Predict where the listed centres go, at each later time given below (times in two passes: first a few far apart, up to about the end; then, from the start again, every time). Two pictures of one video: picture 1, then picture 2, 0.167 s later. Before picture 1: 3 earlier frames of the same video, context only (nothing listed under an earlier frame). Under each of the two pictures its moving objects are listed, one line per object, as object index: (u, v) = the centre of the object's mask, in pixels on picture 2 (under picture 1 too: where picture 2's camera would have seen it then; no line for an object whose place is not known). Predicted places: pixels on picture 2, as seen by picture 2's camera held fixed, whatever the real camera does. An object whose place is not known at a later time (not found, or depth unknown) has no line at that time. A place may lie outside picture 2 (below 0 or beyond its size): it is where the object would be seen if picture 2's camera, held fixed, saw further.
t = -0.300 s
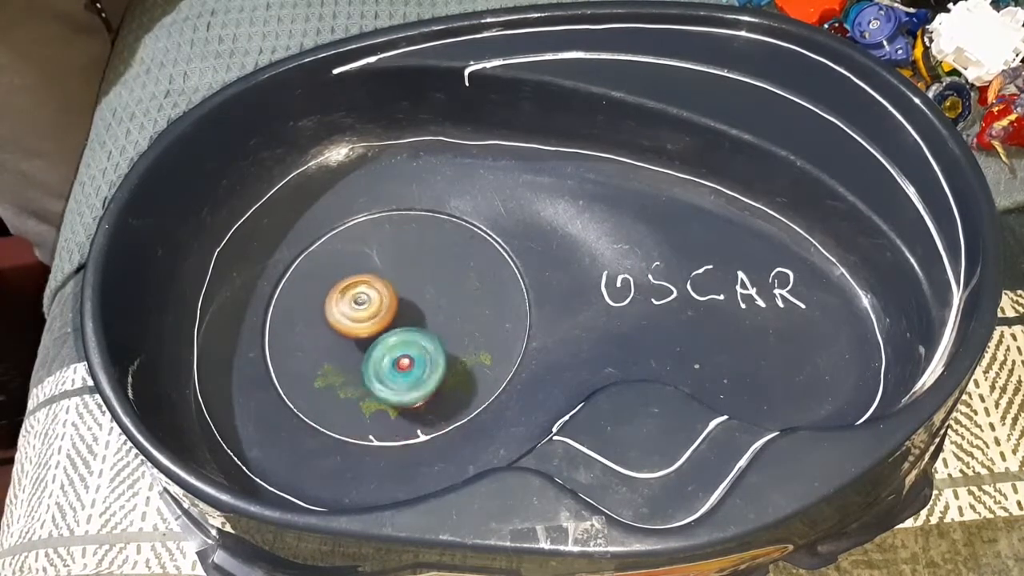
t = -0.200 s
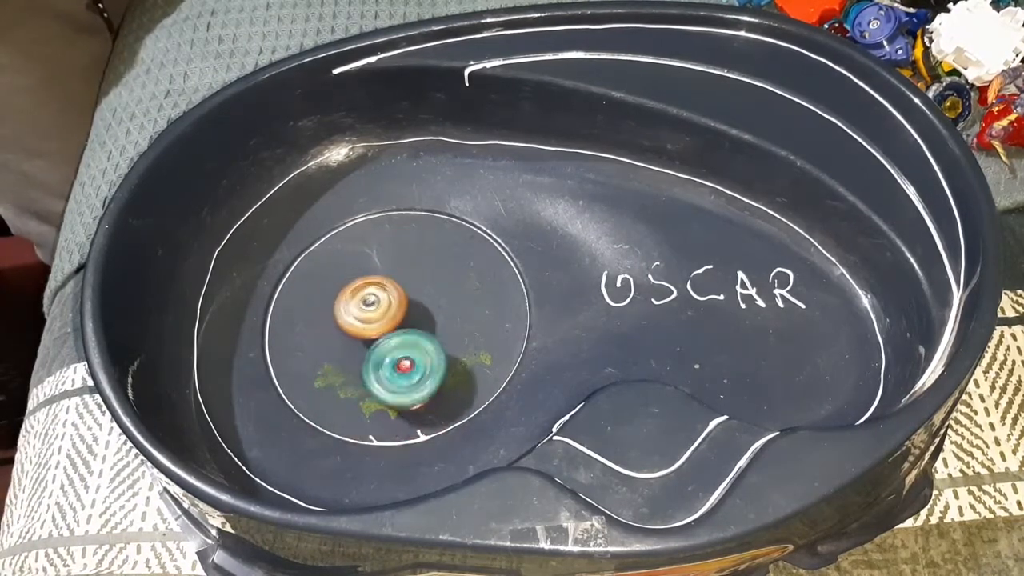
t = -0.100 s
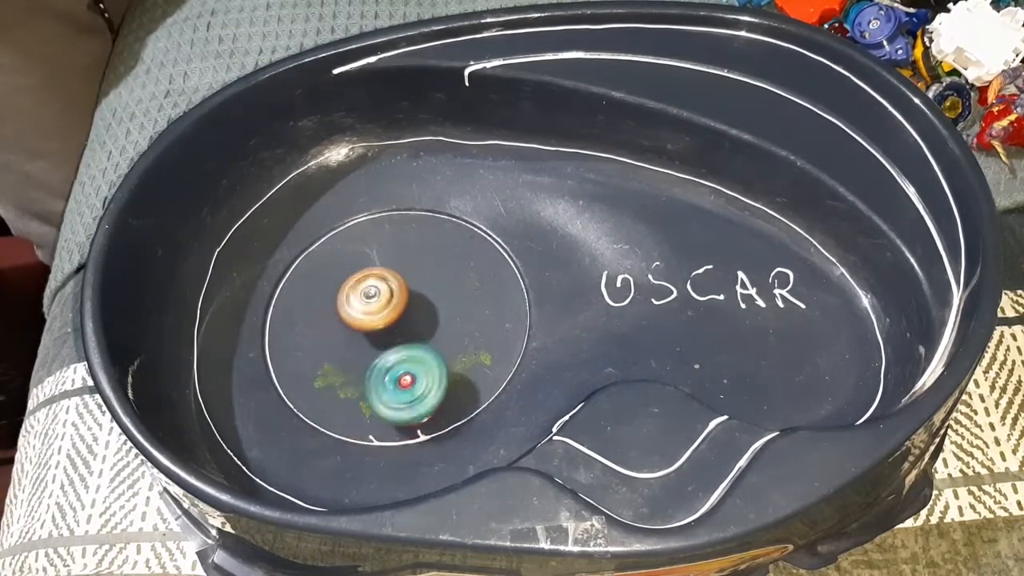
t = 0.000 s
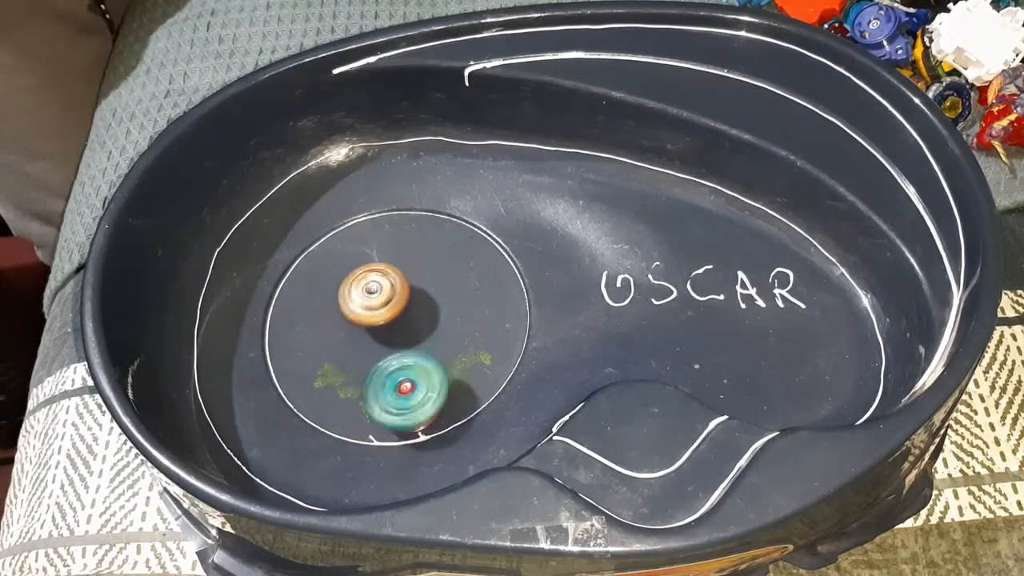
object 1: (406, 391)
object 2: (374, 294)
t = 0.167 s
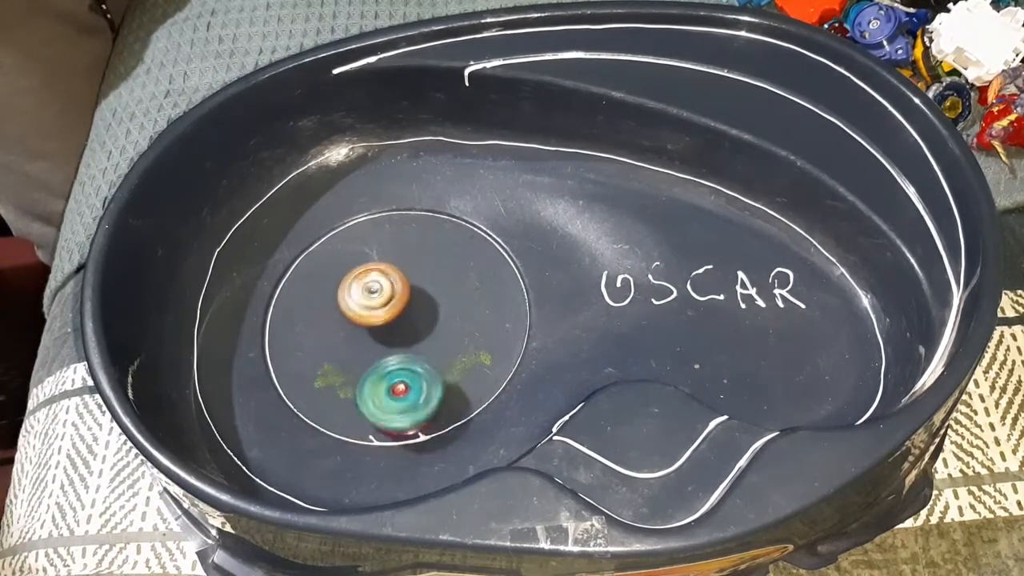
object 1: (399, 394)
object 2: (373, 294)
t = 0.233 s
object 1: (397, 391)
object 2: (373, 296)
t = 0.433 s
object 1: (384, 390)
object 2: (366, 292)
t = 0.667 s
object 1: (388, 414)
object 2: (344, 231)
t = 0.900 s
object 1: (373, 395)
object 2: (333, 235)
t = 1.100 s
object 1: (368, 357)
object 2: (343, 275)
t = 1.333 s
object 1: (393, 370)
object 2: (354, 284)
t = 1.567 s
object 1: (408, 381)
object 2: (376, 286)
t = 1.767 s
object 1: (408, 380)
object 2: (392, 289)
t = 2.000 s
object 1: (397, 366)
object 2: (407, 292)
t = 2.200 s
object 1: (375, 387)
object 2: (409, 227)
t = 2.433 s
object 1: (360, 367)
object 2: (379, 214)
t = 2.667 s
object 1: (367, 338)
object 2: (358, 270)
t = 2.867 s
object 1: (363, 360)
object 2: (367, 284)
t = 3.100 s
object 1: (350, 372)
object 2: (403, 292)
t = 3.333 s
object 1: (345, 356)
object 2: (413, 286)
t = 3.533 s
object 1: (358, 353)
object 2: (410, 292)
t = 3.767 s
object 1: (366, 366)
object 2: (412, 286)
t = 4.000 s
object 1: (363, 369)
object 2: (411, 305)
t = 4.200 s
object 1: (349, 354)
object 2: (431, 304)
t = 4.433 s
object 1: (356, 353)
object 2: (436, 291)
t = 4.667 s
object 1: (344, 379)
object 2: (419, 288)
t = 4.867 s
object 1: (333, 384)
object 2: (412, 292)
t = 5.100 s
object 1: (338, 381)
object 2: (410, 320)
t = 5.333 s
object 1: (330, 374)
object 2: (430, 328)
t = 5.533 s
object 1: (339, 380)
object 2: (418, 325)
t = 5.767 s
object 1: (330, 374)
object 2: (416, 338)
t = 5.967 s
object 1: (337, 378)
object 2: (432, 347)
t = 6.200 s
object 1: (338, 379)
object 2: (428, 353)
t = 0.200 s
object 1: (400, 393)
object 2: (374, 294)
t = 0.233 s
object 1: (397, 391)
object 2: (373, 296)
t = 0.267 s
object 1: (394, 390)
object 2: (372, 296)
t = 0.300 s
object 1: (393, 388)
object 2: (372, 299)
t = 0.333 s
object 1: (390, 383)
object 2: (371, 301)
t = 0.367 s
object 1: (387, 378)
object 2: (371, 304)
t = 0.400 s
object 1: (386, 376)
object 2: (371, 307)
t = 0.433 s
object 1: (384, 390)
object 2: (366, 292)
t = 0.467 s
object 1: (382, 409)
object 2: (362, 274)
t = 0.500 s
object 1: (381, 416)
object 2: (357, 263)
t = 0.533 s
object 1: (382, 420)
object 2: (356, 254)
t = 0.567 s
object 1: (384, 422)
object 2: (353, 246)
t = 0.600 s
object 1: (388, 415)
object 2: (351, 239)
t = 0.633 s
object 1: (388, 415)
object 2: (347, 236)
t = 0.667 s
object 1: (388, 414)
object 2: (344, 231)
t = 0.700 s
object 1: (386, 413)
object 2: (341, 229)
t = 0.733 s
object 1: (383, 413)
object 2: (339, 229)
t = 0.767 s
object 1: (381, 411)
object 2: (339, 228)
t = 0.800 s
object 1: (377, 409)
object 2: (335, 228)
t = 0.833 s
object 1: (376, 404)
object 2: (333, 230)
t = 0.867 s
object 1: (375, 399)
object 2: (333, 233)
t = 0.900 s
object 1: (373, 395)
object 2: (333, 235)
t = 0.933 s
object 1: (371, 390)
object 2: (333, 238)
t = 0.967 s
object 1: (368, 386)
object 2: (334, 242)
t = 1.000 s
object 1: (368, 377)
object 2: (336, 249)
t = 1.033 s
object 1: (366, 371)
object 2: (337, 257)
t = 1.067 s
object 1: (367, 363)
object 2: (340, 265)
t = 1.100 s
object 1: (368, 357)
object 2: (343, 275)
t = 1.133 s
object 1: (368, 352)
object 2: (348, 284)
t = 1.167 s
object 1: (371, 357)
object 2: (346, 283)
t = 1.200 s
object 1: (376, 366)
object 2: (346, 282)
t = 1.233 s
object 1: (378, 366)
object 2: (346, 284)
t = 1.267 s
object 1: (383, 368)
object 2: (351, 284)
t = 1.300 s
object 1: (388, 368)
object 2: (353, 283)
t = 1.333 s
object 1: (393, 370)
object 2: (354, 284)
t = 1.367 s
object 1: (397, 373)
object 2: (357, 285)
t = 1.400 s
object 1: (401, 374)
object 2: (362, 285)
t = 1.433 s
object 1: (403, 377)
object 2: (364, 285)
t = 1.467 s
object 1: (406, 377)
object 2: (366, 286)
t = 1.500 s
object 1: (406, 380)
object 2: (369, 287)
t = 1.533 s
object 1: (409, 381)
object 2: (374, 287)
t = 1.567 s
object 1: (408, 381)
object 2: (376, 286)
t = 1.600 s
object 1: (410, 381)
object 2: (378, 287)
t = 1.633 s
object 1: (410, 381)
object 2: (381, 288)
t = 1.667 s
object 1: (410, 382)
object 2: (386, 288)
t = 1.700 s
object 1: (409, 381)
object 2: (388, 287)
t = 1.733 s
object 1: (409, 382)
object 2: (389, 288)
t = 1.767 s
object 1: (408, 380)
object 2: (392, 289)
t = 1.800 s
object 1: (407, 380)
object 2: (396, 289)
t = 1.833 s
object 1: (406, 378)
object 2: (398, 288)
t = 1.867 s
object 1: (404, 377)
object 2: (399, 289)
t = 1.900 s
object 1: (402, 373)
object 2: (402, 290)
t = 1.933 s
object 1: (400, 371)
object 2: (404, 291)
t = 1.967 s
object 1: (400, 366)
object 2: (406, 291)
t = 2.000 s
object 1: (397, 366)
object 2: (407, 292)
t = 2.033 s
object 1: (391, 376)
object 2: (411, 276)
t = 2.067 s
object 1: (385, 383)
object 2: (412, 263)
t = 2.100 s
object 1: (382, 383)
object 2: (412, 254)
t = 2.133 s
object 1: (380, 386)
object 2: (413, 246)
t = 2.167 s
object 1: (378, 385)
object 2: (411, 236)
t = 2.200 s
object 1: (375, 387)
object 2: (409, 227)
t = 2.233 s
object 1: (372, 384)
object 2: (404, 222)
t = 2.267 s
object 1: (371, 384)
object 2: (402, 215)
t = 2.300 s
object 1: (367, 380)
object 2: (397, 210)
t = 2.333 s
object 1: (365, 378)
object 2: (392, 210)
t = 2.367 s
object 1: (363, 375)
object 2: (389, 209)
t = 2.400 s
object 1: (362, 371)
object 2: (383, 210)
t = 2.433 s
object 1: (360, 367)
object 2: (379, 214)
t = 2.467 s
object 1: (360, 363)
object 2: (374, 217)
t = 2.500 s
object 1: (360, 359)
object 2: (370, 224)
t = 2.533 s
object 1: (360, 354)
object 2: (366, 230)
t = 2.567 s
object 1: (361, 350)
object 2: (362, 238)
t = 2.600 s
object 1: (363, 345)
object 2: (358, 250)
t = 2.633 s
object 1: (364, 342)
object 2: (358, 263)
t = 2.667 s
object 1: (367, 338)
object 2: (358, 270)
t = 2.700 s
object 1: (368, 342)
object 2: (357, 274)
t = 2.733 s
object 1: (364, 348)
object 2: (356, 276)
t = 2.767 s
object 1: (364, 352)
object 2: (356, 279)
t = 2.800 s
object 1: (361, 353)
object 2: (359, 281)
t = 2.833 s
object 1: (363, 356)
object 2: (363, 283)
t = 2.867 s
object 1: (363, 360)
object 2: (367, 284)
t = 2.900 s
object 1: (362, 363)
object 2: (373, 287)
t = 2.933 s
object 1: (362, 367)
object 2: (379, 288)
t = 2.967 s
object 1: (360, 367)
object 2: (383, 290)
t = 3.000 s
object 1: (359, 368)
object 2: (389, 291)
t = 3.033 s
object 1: (353, 372)
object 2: (394, 291)
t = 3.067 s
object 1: (352, 371)
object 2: (399, 292)
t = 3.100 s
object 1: (350, 372)
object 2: (403, 292)
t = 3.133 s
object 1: (346, 369)
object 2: (406, 291)
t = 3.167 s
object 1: (344, 368)
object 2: (407, 291)
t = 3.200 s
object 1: (341, 369)
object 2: (407, 291)
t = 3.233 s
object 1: (343, 365)
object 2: (409, 291)
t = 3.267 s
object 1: (343, 361)
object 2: (411, 291)
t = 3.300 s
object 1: (343, 357)
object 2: (413, 289)
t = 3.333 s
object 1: (345, 356)
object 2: (413, 286)
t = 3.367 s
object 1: (347, 354)
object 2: (412, 288)
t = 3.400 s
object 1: (351, 352)
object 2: (413, 290)
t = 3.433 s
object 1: (353, 351)
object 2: (414, 289)
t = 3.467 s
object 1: (355, 351)
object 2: (414, 290)
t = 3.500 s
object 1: (357, 351)
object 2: (412, 290)
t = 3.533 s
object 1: (358, 353)
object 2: (410, 292)
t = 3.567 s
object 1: (359, 356)
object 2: (411, 289)
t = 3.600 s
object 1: (362, 356)
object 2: (410, 287)
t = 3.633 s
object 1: (364, 360)
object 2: (411, 289)
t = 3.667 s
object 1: (366, 363)
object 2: (414, 289)
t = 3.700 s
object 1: (370, 365)
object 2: (416, 287)
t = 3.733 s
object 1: (368, 365)
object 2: (416, 285)
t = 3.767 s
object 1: (366, 366)
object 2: (412, 286)
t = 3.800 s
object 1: (370, 367)
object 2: (411, 290)
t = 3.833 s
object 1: (369, 370)
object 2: (413, 293)
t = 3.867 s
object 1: (367, 367)
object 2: (412, 293)
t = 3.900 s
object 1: (369, 368)
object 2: (410, 294)
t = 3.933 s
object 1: (364, 368)
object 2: (409, 297)
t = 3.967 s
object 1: (364, 367)
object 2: (409, 302)
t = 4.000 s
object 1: (363, 369)
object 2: (411, 305)
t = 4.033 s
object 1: (361, 366)
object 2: (409, 310)
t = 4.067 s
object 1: (358, 366)
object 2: (415, 310)
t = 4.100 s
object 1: (357, 362)
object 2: (416, 310)
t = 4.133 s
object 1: (351, 362)
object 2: (420, 309)
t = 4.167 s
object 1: (350, 358)
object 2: (427, 307)
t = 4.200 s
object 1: (349, 354)
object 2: (431, 304)
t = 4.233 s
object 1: (350, 353)
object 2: (436, 301)
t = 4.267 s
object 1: (355, 350)
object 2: (439, 298)
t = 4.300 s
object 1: (356, 352)
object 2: (438, 296)
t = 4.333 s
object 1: (357, 353)
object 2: (437, 295)
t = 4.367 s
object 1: (356, 353)
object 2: (437, 294)
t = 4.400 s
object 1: (355, 353)
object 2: (437, 292)
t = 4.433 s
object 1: (356, 353)
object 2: (436, 291)
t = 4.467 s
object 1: (358, 349)
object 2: (432, 292)
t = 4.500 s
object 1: (360, 350)
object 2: (430, 296)
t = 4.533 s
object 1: (364, 352)
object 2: (427, 298)
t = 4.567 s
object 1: (364, 355)
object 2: (421, 299)
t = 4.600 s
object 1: (355, 366)
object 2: (423, 294)
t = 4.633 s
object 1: (350, 370)
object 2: (423, 289)
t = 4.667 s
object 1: (344, 379)
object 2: (419, 288)
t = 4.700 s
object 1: (340, 380)
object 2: (417, 291)
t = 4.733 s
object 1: (336, 384)
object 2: (418, 293)
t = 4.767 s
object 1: (336, 387)
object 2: (421, 294)
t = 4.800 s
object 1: (334, 386)
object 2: (422, 291)
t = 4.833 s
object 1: (332, 388)
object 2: (419, 290)
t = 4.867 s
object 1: (333, 384)
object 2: (412, 292)
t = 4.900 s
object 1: (336, 382)
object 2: (406, 298)
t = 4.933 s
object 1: (336, 382)
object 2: (405, 307)
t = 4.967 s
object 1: (338, 381)
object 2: (408, 313)
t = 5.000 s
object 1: (339, 381)
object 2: (411, 315)
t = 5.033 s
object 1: (341, 382)
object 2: (413, 316)
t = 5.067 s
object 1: (339, 382)
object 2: (412, 319)
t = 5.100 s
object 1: (338, 381)
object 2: (410, 320)
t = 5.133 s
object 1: (336, 379)
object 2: (412, 324)
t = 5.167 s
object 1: (332, 375)
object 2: (414, 327)
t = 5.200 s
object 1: (329, 374)
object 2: (420, 329)
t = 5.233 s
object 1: (326, 374)
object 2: (426, 328)
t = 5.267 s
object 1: (325, 374)
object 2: (430, 327)
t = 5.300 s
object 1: (326, 374)
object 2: (431, 326)
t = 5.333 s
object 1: (330, 374)
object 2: (430, 328)
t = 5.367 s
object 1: (333, 375)
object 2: (433, 328)
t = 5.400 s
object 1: (336, 377)
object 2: (435, 326)
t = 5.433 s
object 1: (337, 378)
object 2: (433, 322)
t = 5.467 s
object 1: (339, 379)
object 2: (430, 320)
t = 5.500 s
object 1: (340, 380)
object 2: (423, 321)
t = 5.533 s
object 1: (339, 380)
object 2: (418, 325)
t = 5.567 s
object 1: (338, 379)
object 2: (416, 331)
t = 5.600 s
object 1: (337, 378)
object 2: (418, 335)
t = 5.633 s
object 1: (335, 377)
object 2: (421, 337)
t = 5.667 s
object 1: (334, 376)
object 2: (422, 337)
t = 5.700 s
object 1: (331, 375)
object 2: (422, 335)
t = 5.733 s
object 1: (330, 374)
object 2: (418, 336)
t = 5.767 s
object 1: (330, 374)
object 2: (416, 338)
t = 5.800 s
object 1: (330, 375)
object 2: (416, 341)
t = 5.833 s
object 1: (333, 375)
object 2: (415, 344)
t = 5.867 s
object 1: (334, 376)
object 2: (419, 347)
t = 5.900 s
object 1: (335, 377)
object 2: (424, 349)
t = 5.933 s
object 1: (336, 377)
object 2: (429, 349)
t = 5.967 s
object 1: (337, 378)
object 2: (432, 347)
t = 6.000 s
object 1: (338, 378)
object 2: (431, 345)
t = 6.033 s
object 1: (338, 379)
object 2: (427, 347)
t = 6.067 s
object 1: (338, 379)
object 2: (424, 350)
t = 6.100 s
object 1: (338, 379)
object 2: (425, 353)
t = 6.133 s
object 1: (338, 379)
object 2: (427, 355)
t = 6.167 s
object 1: (338, 379)
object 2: (428, 354)
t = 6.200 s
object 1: (338, 379)
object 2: (428, 353)
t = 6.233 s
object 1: (338, 379)
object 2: (423, 351)
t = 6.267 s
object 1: (338, 379)
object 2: (417, 353)
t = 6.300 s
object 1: (338, 381)
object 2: (411, 355)
